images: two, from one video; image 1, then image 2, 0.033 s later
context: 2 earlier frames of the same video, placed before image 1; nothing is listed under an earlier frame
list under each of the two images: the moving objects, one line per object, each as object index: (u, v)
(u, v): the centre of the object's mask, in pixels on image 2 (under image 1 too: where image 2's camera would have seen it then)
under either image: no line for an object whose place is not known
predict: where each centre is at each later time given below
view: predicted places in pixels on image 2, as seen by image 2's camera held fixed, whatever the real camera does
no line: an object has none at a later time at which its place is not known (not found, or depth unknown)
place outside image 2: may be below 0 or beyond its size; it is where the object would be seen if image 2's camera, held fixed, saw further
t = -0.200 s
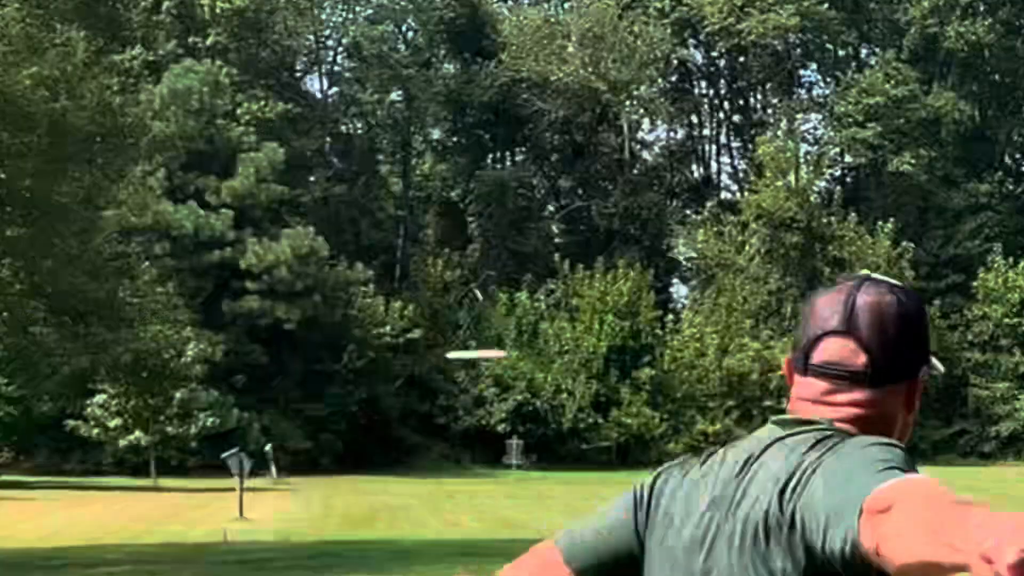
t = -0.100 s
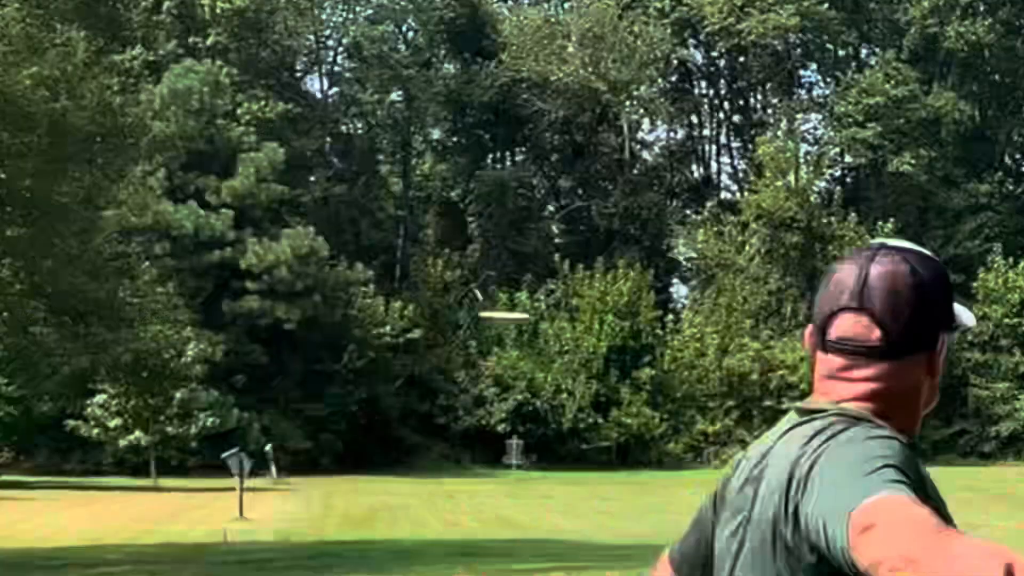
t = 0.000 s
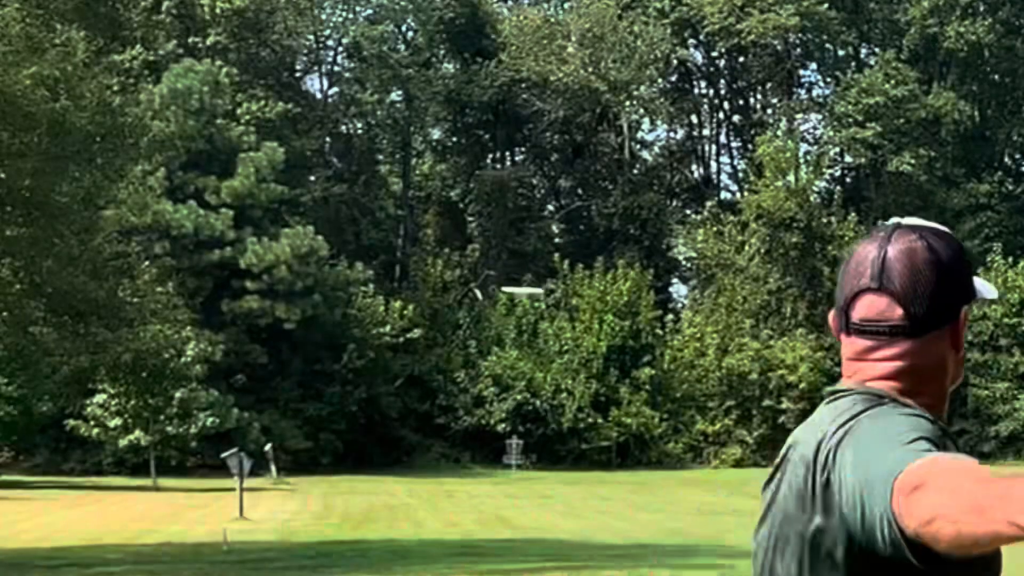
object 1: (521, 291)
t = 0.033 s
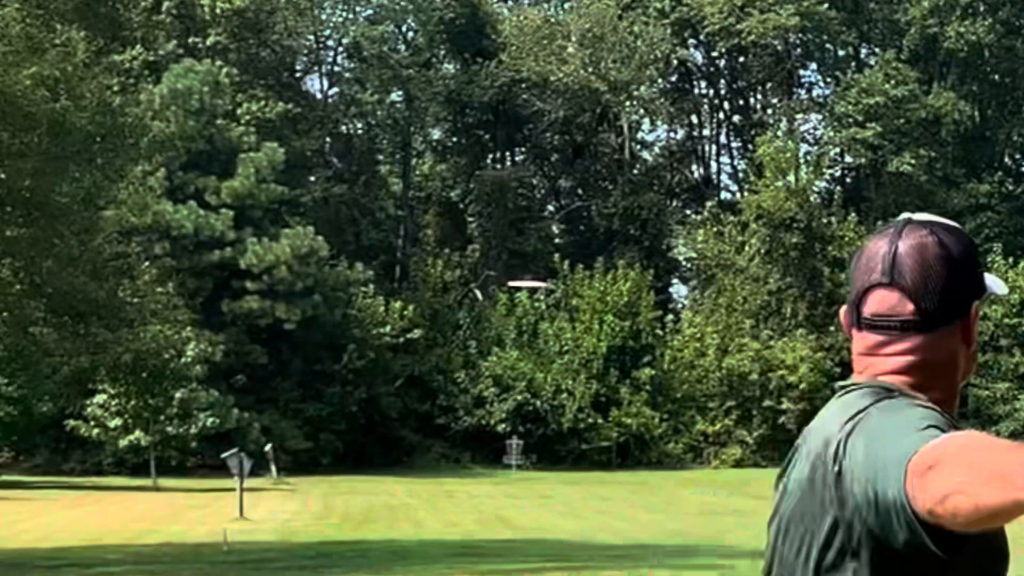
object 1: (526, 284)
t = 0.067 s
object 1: (531, 278)
